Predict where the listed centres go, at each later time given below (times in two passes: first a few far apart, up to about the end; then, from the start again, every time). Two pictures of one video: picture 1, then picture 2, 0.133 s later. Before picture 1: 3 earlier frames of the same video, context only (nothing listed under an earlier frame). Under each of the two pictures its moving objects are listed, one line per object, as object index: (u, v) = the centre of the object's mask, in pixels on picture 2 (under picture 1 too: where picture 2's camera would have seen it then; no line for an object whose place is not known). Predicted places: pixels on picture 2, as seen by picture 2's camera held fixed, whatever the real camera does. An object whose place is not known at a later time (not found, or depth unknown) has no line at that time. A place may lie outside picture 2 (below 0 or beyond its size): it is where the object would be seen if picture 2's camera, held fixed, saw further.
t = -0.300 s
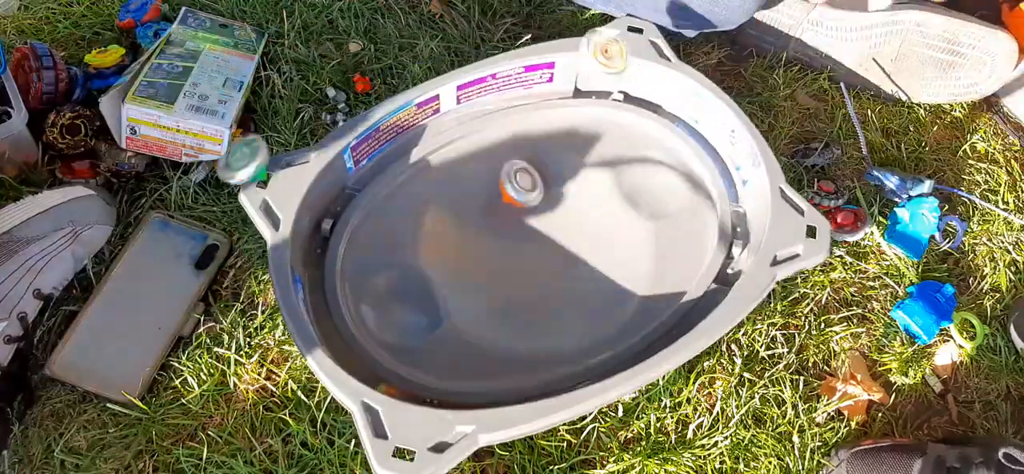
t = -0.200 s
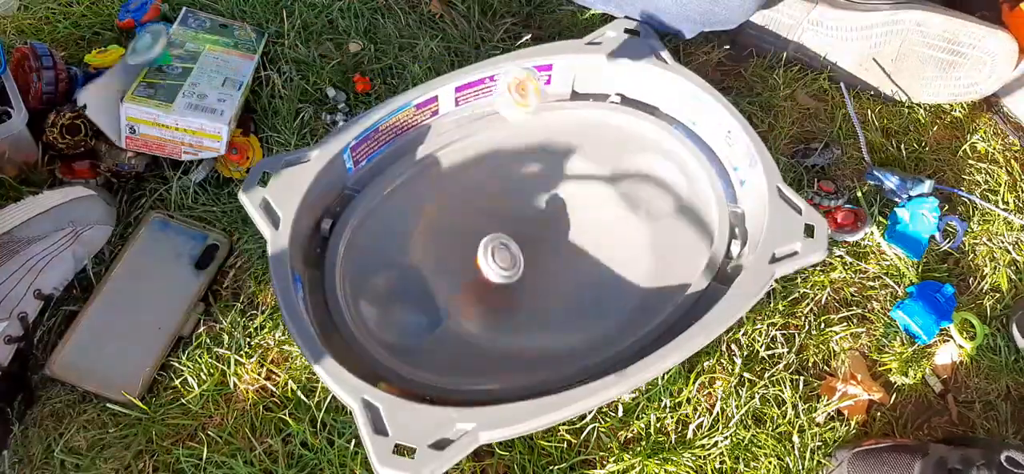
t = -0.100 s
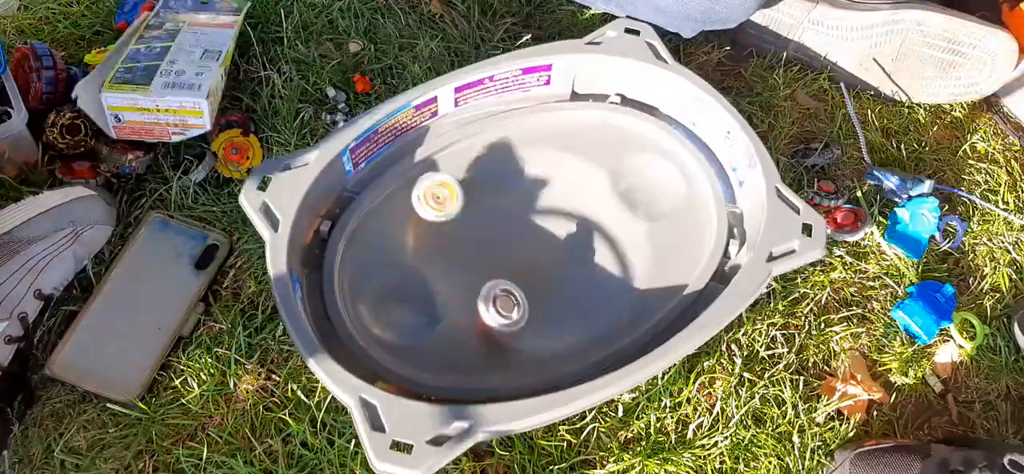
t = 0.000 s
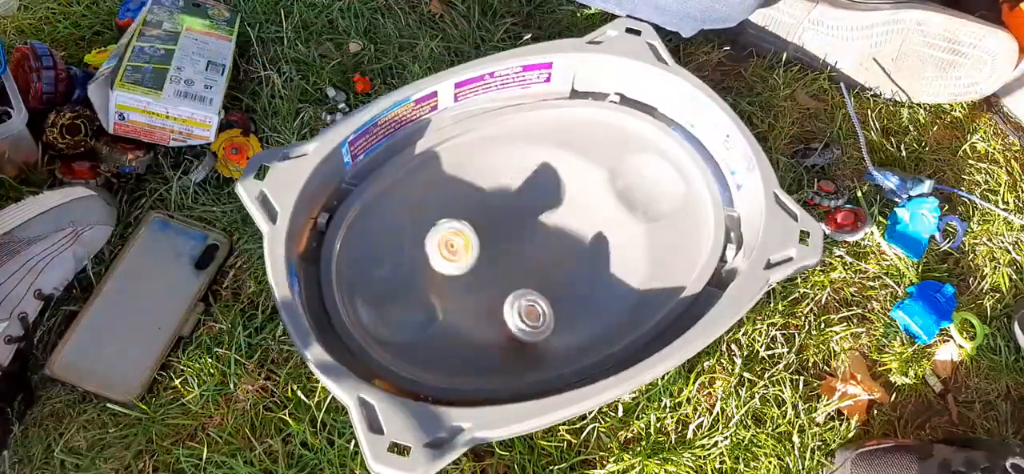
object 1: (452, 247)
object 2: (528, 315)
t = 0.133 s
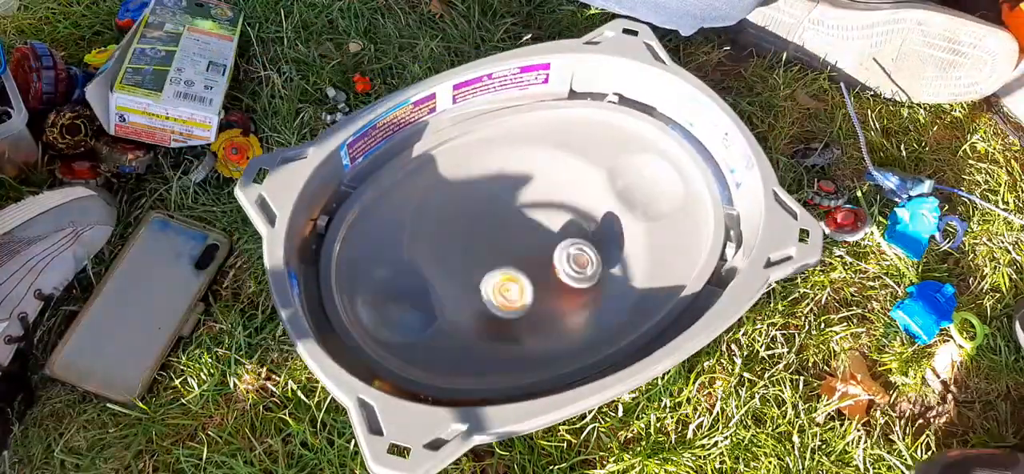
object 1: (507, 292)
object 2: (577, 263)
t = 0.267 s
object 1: (574, 273)
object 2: (599, 157)
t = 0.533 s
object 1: (573, 195)
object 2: (581, 137)
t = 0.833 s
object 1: (477, 324)
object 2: (648, 195)
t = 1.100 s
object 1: (554, 273)
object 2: (702, 170)
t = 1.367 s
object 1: (575, 203)
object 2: (625, 169)
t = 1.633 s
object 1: (482, 248)
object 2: (703, 176)
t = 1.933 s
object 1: (529, 289)
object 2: (629, 183)
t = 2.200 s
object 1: (529, 224)
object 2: (697, 204)
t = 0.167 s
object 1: (525, 292)
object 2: (587, 241)
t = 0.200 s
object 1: (543, 288)
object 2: (595, 216)
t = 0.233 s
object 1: (559, 282)
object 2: (602, 184)
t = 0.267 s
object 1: (574, 273)
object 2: (599, 157)
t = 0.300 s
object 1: (585, 262)
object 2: (593, 136)
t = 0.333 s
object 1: (593, 251)
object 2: (590, 115)
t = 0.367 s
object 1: (598, 237)
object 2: (586, 107)
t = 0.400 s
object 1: (599, 224)
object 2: (585, 115)
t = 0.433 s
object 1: (596, 213)
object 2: (582, 126)
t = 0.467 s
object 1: (592, 202)
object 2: (580, 131)
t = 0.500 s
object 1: (585, 192)
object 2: (581, 137)
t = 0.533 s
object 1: (573, 195)
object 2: (581, 137)
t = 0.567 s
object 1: (556, 225)
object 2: (584, 111)
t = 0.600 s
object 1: (539, 249)
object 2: (591, 110)
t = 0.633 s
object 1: (522, 271)
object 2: (598, 122)
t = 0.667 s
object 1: (506, 289)
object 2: (604, 142)
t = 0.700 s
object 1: (494, 301)
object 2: (610, 151)
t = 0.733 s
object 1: (484, 311)
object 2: (617, 162)
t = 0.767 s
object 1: (479, 318)
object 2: (624, 174)
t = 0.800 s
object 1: (476, 322)
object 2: (634, 187)
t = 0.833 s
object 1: (477, 324)
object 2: (648, 195)
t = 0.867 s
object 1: (482, 324)
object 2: (664, 199)
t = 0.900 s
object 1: (489, 322)
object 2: (681, 198)
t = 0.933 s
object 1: (499, 319)
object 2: (693, 192)
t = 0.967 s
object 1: (511, 313)
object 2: (702, 186)
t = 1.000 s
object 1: (521, 306)
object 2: (705, 180)
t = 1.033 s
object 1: (534, 296)
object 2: (707, 177)
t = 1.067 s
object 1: (544, 285)
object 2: (706, 172)
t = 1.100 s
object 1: (554, 273)
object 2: (702, 170)
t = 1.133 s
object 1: (564, 261)
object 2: (694, 166)
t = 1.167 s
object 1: (573, 248)
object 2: (692, 162)
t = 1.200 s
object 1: (581, 237)
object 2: (685, 157)
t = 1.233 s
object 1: (584, 225)
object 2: (672, 155)
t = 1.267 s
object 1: (587, 216)
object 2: (655, 157)
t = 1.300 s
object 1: (585, 210)
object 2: (642, 160)
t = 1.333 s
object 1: (581, 205)
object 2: (631, 163)
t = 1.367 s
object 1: (575, 203)
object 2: (625, 169)
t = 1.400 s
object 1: (566, 201)
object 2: (625, 178)
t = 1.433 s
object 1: (556, 206)
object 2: (632, 187)
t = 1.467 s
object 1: (541, 209)
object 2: (642, 194)
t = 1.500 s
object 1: (528, 214)
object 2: (657, 198)
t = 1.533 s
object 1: (513, 222)
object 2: (673, 197)
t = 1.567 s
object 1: (500, 230)
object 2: (686, 191)
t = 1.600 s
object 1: (490, 239)
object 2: (696, 183)
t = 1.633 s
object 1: (482, 248)
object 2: (703, 176)
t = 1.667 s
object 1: (477, 257)
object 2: (695, 173)
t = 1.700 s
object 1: (475, 266)
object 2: (691, 170)
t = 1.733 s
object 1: (475, 275)
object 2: (683, 167)
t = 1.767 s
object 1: (479, 282)
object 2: (668, 166)
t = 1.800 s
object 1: (486, 287)
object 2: (653, 167)
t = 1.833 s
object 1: (496, 292)
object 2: (641, 167)
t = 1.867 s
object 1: (506, 293)
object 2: (632, 170)
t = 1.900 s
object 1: (518, 292)
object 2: (628, 176)
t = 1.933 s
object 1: (529, 289)
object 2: (629, 183)
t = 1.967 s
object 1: (538, 283)
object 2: (632, 192)
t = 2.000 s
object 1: (544, 277)
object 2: (641, 199)
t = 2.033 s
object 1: (547, 268)
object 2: (654, 203)
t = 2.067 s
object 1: (547, 259)
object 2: (667, 202)
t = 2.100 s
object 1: (545, 250)
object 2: (681, 202)
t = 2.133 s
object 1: (541, 241)
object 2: (694, 203)
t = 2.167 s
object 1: (535, 232)
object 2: (707, 204)
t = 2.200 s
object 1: (529, 224)
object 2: (697, 204)
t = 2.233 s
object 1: (521, 219)
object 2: (688, 207)
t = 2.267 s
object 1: (515, 215)
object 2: (679, 208)
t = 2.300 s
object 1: (509, 212)
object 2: (673, 211)
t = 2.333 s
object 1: (504, 210)
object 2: (669, 215)
